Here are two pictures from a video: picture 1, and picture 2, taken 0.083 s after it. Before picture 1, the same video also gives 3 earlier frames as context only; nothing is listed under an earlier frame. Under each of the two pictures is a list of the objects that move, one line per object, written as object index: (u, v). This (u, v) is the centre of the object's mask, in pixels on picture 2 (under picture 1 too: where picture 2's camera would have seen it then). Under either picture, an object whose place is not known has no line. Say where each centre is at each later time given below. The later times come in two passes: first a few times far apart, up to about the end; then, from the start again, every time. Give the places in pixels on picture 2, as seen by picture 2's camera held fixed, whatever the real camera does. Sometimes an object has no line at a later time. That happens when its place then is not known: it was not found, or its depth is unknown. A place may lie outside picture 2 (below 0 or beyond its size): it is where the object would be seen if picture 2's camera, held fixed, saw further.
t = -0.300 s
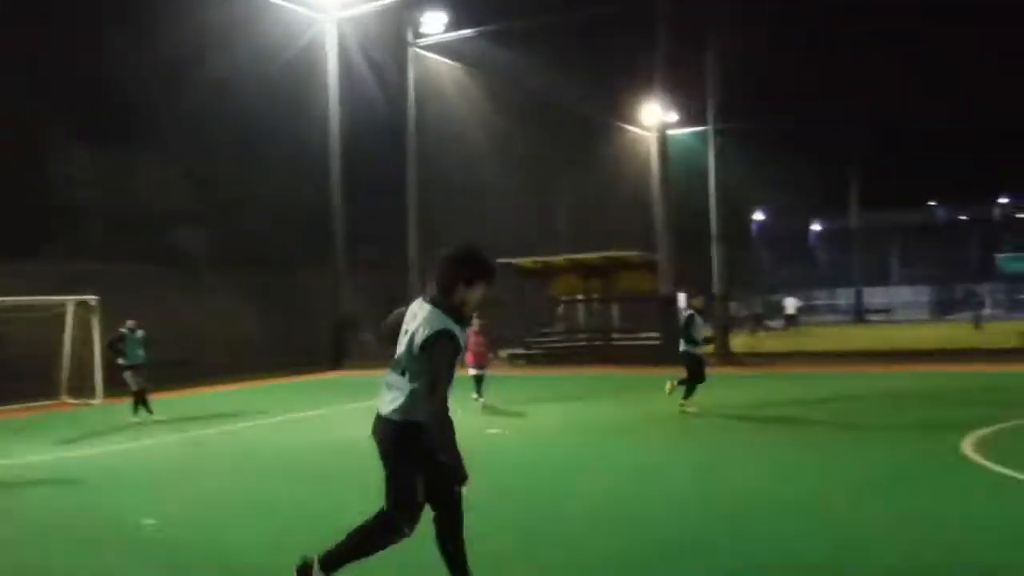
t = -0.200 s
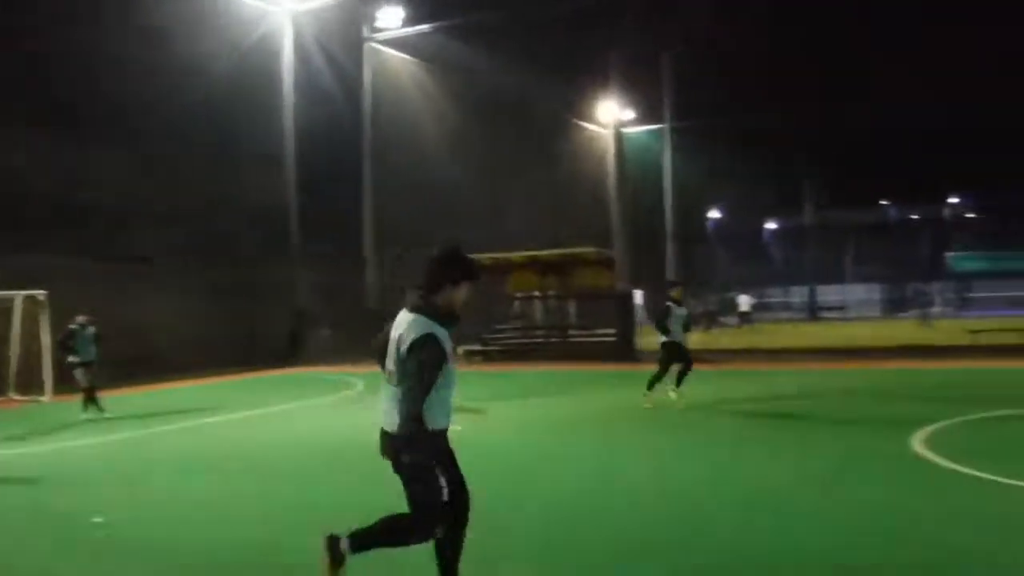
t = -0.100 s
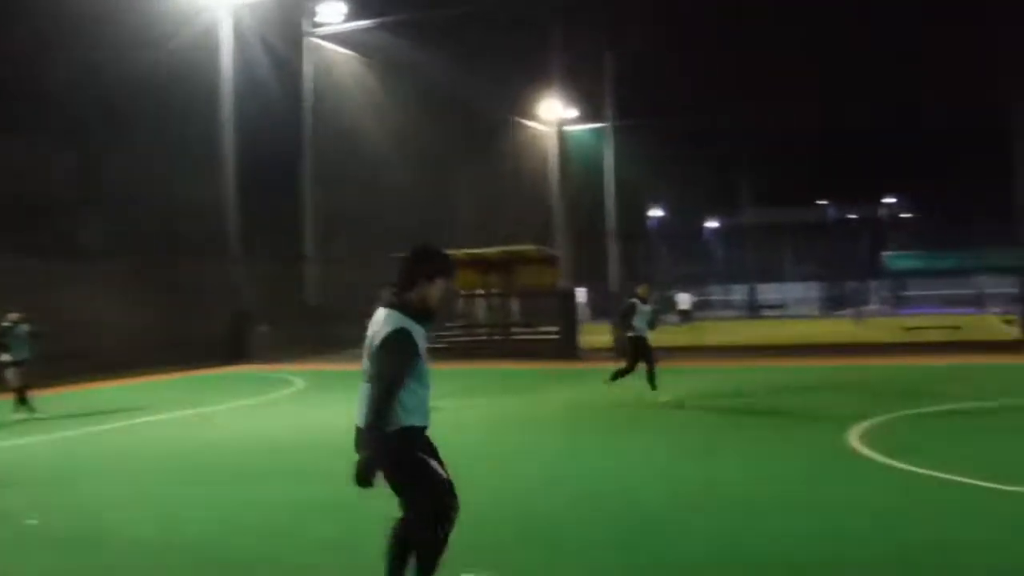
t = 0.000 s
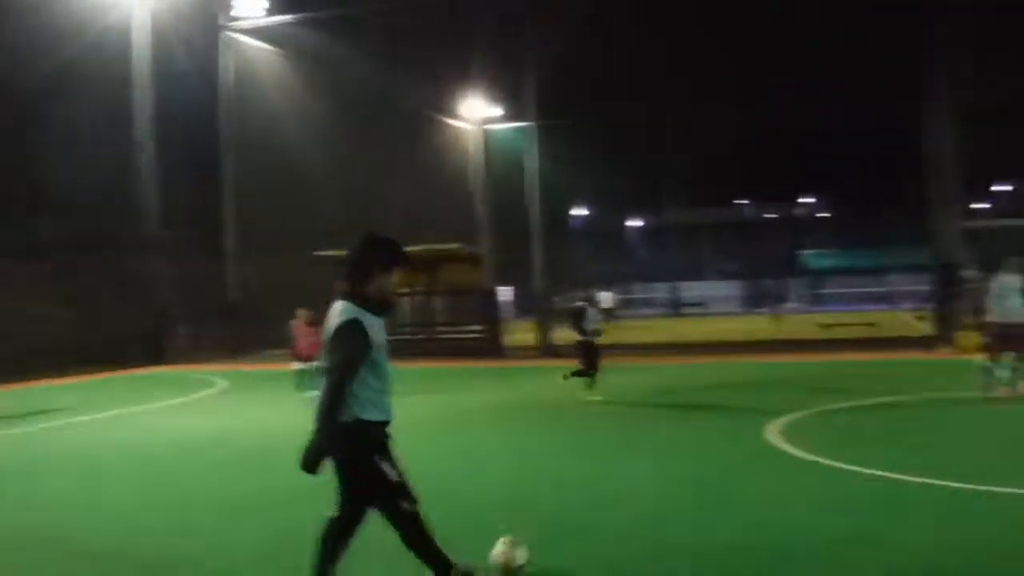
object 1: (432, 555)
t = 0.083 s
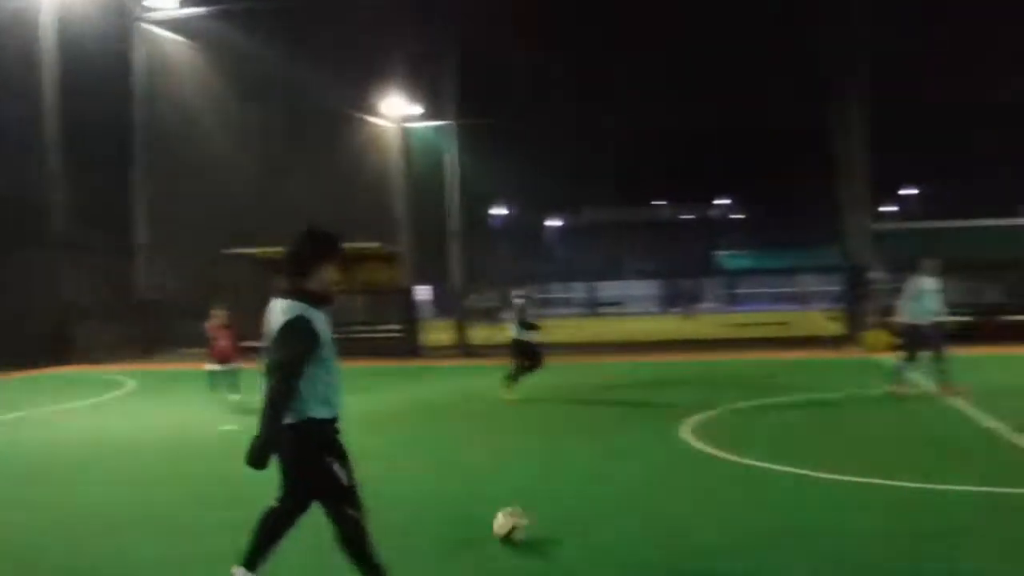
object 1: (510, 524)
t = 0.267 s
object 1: (627, 479)
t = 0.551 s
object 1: (720, 437)
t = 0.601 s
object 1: (732, 434)
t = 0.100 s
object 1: (522, 520)
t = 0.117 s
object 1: (536, 515)
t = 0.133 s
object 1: (547, 509)
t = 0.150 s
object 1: (556, 500)
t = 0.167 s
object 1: (569, 500)
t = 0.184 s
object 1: (580, 496)
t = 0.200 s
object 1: (589, 492)
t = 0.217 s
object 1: (600, 489)
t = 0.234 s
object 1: (608, 485)
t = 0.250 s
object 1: (616, 480)
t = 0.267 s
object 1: (627, 479)
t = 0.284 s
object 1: (633, 475)
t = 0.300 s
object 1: (641, 471)
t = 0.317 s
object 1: (650, 469)
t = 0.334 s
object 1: (656, 466)
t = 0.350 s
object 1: (661, 463)
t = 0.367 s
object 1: (668, 460)
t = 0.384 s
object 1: (673, 458)
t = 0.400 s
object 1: (678, 456)
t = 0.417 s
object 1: (682, 456)
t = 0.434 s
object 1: (686, 454)
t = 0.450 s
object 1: (694, 449)
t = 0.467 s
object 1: (698, 447)
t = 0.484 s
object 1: (705, 446)
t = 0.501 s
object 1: (708, 444)
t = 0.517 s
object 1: (713, 442)
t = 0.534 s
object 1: (716, 439)
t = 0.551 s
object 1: (720, 437)
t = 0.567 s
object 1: (724, 436)
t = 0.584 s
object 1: (728, 434)
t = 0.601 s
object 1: (732, 434)
